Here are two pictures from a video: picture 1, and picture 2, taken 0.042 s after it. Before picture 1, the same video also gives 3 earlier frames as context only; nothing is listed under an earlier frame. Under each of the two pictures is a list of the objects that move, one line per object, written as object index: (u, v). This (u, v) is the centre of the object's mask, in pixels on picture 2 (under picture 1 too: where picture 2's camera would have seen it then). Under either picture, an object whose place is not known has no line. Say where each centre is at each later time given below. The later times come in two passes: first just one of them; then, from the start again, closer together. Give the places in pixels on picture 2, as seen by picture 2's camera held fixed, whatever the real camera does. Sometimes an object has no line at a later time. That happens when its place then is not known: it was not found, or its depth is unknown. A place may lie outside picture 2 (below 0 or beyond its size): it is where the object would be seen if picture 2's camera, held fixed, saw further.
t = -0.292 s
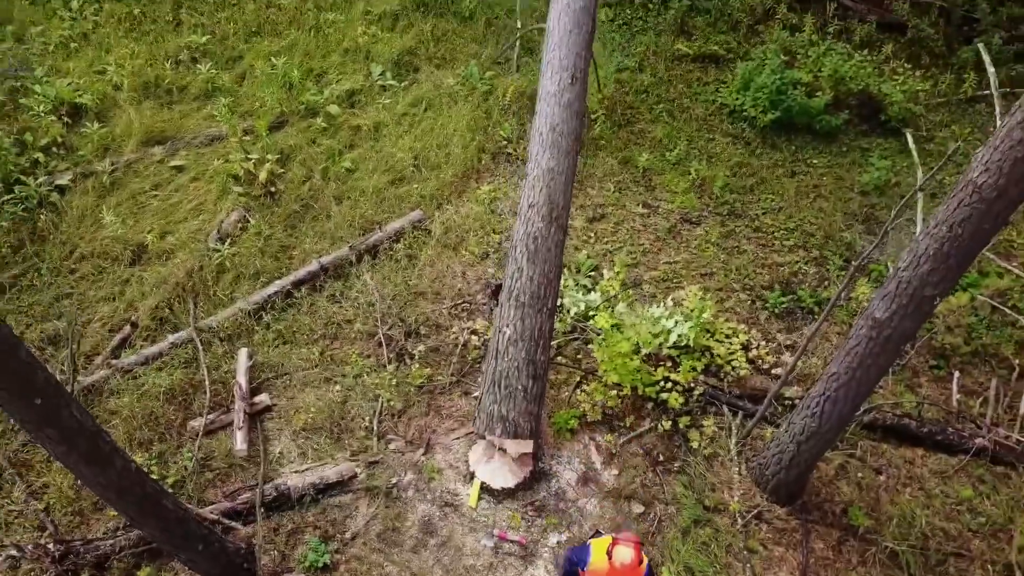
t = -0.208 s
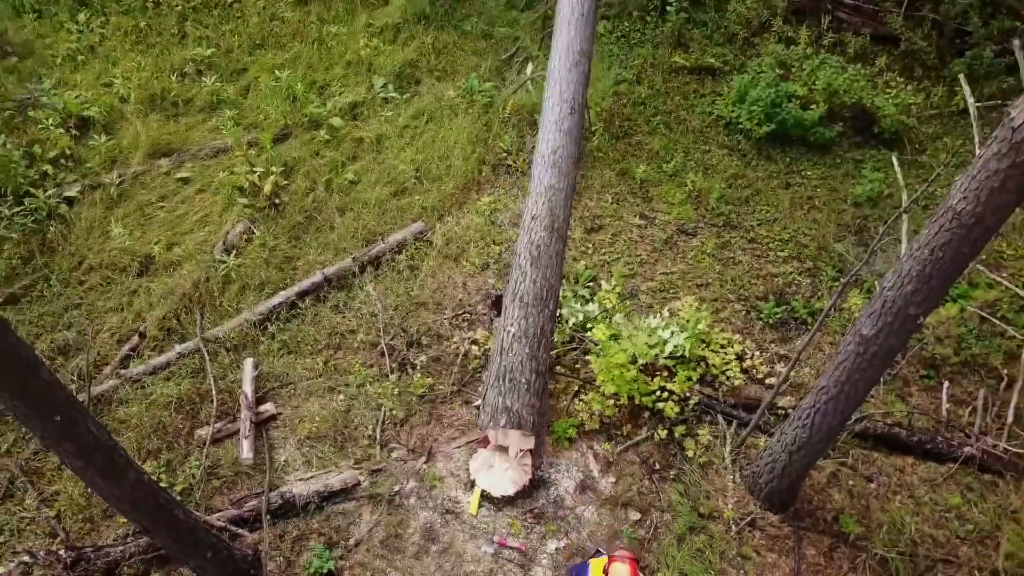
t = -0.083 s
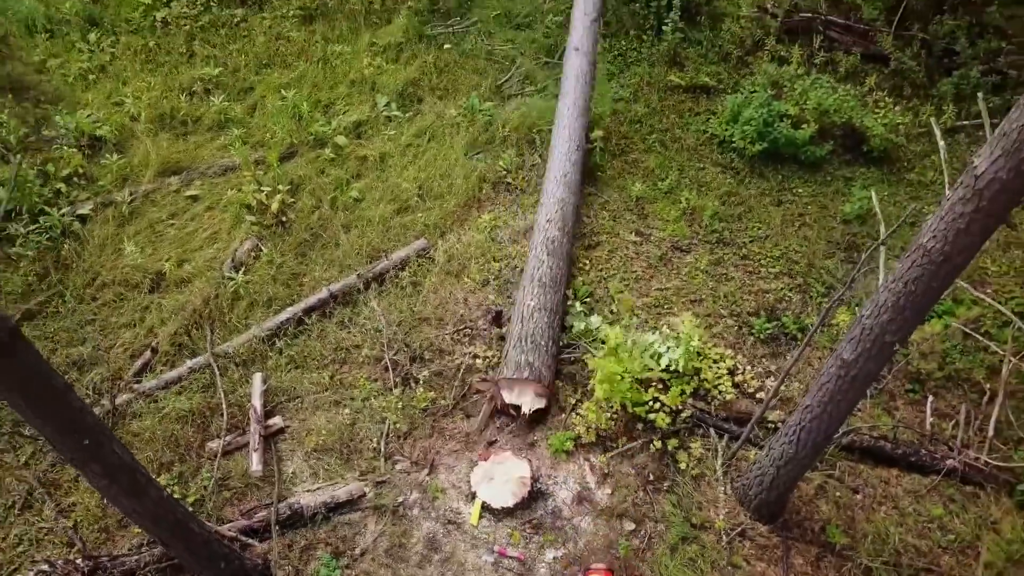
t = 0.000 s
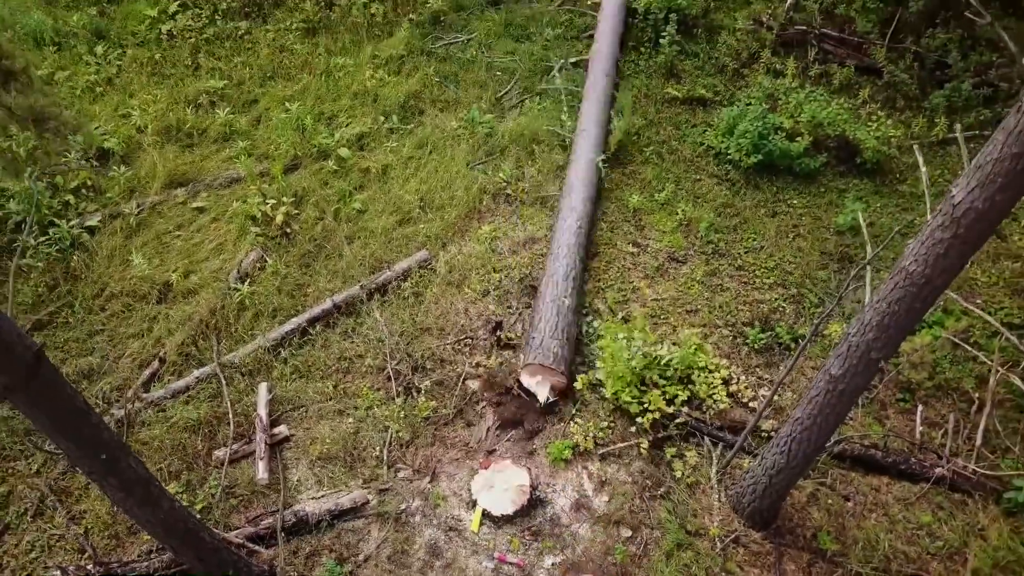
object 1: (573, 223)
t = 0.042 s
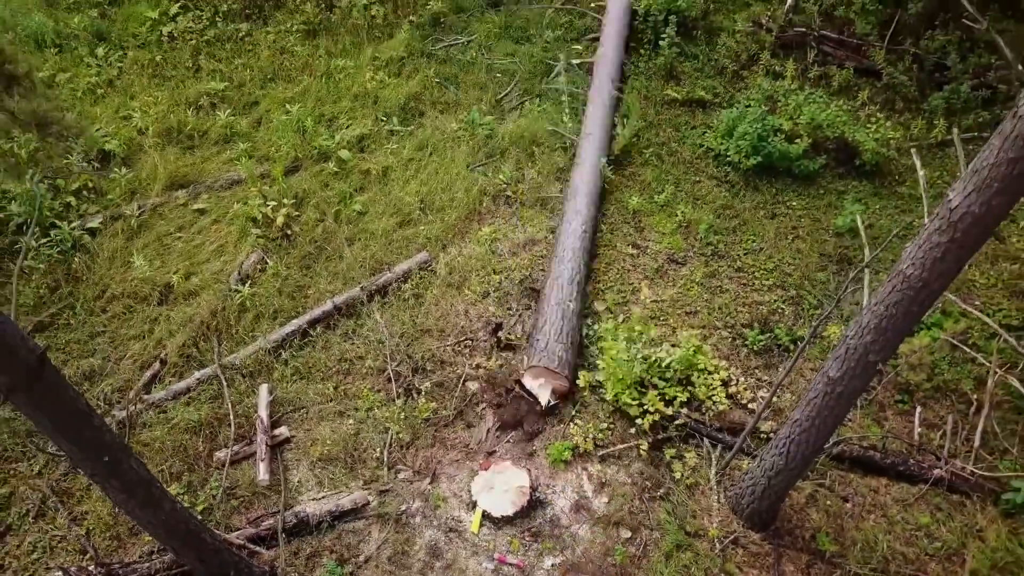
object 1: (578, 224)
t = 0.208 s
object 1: (593, 222)
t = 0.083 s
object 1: (582, 226)
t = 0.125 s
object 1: (587, 225)
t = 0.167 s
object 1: (591, 223)
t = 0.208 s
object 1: (593, 222)
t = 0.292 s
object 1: (595, 221)
